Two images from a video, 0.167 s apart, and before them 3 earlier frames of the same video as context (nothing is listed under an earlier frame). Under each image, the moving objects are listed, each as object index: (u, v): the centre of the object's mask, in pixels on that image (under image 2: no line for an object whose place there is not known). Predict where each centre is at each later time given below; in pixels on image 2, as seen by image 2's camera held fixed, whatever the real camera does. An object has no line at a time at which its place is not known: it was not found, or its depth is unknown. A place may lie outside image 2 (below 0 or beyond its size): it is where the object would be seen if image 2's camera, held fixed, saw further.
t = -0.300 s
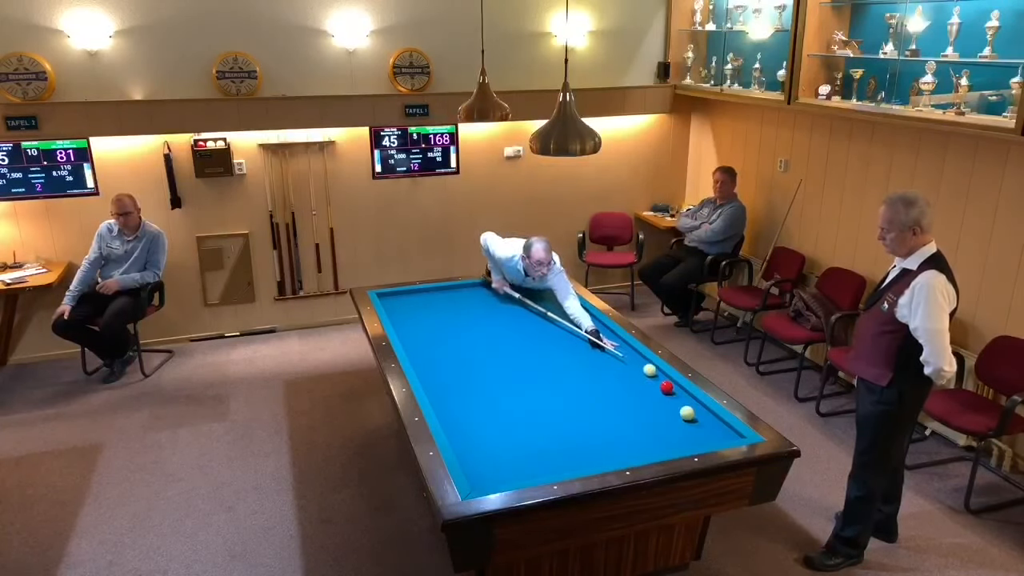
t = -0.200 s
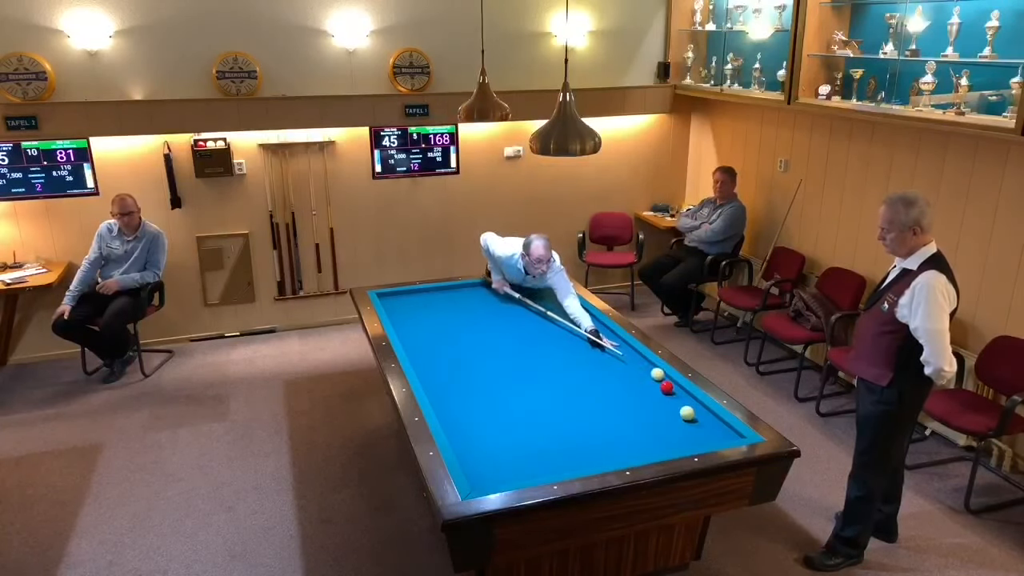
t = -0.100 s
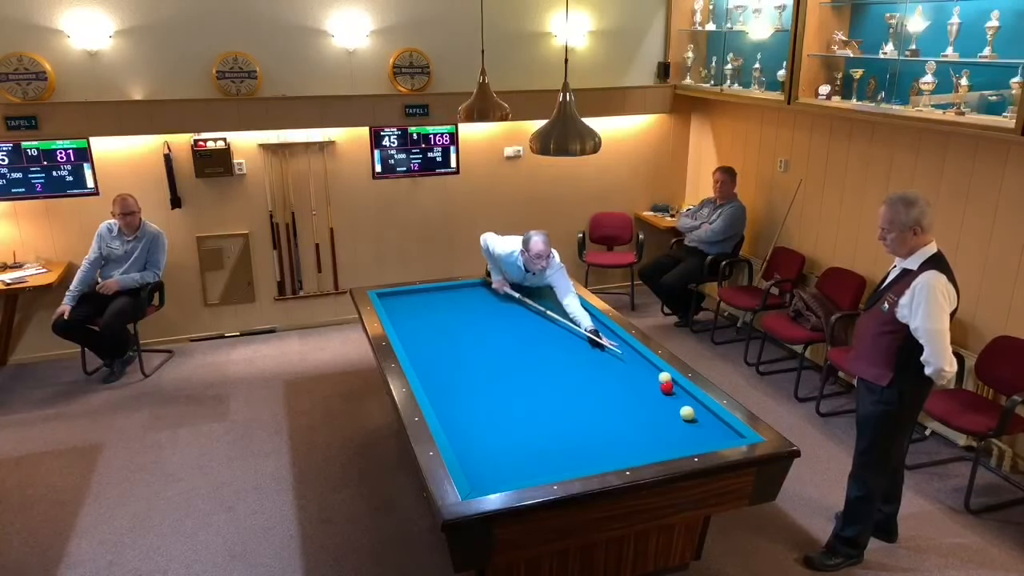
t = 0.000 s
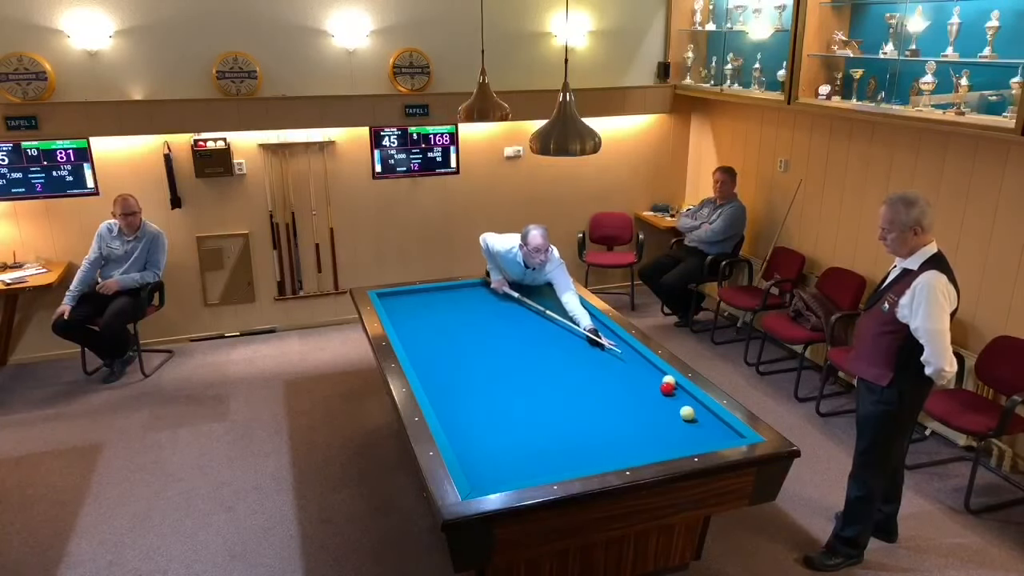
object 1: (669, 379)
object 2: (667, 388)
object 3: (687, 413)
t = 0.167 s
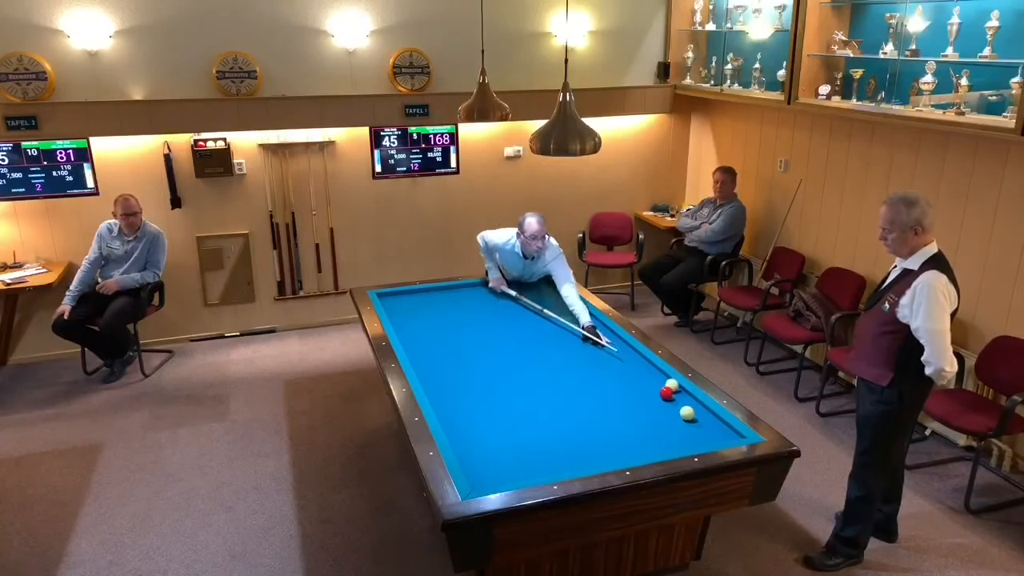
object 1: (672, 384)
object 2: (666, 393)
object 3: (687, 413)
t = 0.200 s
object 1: (673, 385)
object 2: (666, 394)
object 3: (687, 413)
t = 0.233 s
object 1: (674, 386)
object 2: (666, 395)
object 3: (687, 413)
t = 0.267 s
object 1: (674, 387)
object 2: (666, 396)
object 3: (687, 413)
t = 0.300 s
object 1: (674, 388)
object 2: (666, 397)
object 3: (687, 413)
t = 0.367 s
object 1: (675, 389)
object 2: (666, 398)
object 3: (687, 413)
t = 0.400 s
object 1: (675, 390)
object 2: (666, 399)
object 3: (687, 413)
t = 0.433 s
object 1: (676, 391)
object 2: (666, 400)
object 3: (687, 413)
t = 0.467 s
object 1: (677, 392)
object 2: (666, 401)
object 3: (687, 413)
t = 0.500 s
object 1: (677, 392)
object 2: (666, 402)
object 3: (687, 413)
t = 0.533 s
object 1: (678, 393)
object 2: (666, 403)
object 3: (687, 413)
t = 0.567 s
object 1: (678, 394)
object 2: (666, 404)
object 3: (687, 413)
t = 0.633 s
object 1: (679, 395)
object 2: (666, 406)
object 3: (687, 413)
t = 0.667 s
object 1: (680, 396)
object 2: (666, 407)
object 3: (687, 413)
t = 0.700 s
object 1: (680, 396)
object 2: (665, 408)
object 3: (687, 413)
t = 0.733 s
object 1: (680, 397)
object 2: (665, 409)
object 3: (687, 413)
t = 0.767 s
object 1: (681, 398)
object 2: (665, 410)
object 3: (687, 413)
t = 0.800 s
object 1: (681, 398)
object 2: (665, 411)
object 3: (687, 413)
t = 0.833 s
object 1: (682, 399)
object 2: (665, 412)
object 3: (687, 413)
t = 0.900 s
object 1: (683, 399)
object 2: (665, 413)
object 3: (687, 413)
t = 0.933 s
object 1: (683, 400)
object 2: (665, 414)
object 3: (687, 413)
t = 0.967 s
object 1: (683, 401)
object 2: (665, 415)
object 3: (687, 413)
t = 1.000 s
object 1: (684, 401)
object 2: (665, 416)
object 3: (687, 413)
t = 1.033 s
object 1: (684, 401)
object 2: (665, 417)
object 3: (687, 413)
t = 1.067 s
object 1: (684, 402)
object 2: (665, 418)
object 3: (687, 413)
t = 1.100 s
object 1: (685, 402)
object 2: (665, 419)
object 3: (687, 413)
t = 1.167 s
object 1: (686, 403)
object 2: (665, 421)
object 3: (687, 414)
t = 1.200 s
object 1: (686, 404)
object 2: (665, 422)
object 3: (688, 414)
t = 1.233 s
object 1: (686, 404)
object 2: (665, 422)
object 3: (688, 414)
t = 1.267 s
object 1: (687, 404)
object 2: (665, 423)
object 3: (688, 415)
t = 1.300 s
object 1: (687, 404)
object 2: (665, 424)
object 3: (688, 415)
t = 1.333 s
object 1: (688, 404)
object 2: (664, 425)
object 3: (688, 415)
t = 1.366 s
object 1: (689, 405)
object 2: (664, 426)
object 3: (688, 416)
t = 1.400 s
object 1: (689, 405)
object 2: (664, 427)
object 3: (688, 416)
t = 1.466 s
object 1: (690, 406)
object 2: (664, 429)
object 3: (688, 417)
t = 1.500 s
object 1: (690, 406)
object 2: (664, 430)
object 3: (688, 417)
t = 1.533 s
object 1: (691, 406)
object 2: (664, 431)
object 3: (688, 417)
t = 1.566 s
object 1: (691, 406)
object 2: (664, 431)
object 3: (689, 418)
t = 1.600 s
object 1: (691, 407)
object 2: (664, 432)
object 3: (689, 418)
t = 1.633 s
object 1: (691, 407)
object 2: (664, 433)
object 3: (689, 419)
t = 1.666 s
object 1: (691, 407)
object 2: (664, 434)
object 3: (689, 419)
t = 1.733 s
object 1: (692, 407)
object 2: (664, 436)
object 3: (689, 420)
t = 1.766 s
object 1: (692, 407)
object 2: (664, 437)
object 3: (689, 420)
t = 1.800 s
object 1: (692, 407)
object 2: (664, 437)
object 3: (689, 420)
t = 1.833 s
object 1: (692, 408)
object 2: (664, 438)
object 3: (689, 421)
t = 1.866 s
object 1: (693, 408)
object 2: (664, 439)
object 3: (689, 421)
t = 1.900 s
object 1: (693, 408)
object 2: (663, 439)
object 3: (689, 421)
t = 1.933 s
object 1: (693, 408)
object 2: (663, 440)
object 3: (689, 422)
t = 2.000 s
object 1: (693, 409)
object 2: (663, 442)
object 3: (689, 422)
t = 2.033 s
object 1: (693, 409)
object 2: (663, 443)
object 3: (690, 422)
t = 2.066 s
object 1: (693, 409)
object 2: (663, 443)
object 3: (690, 423)
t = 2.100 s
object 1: (693, 409)
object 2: (663, 444)
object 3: (690, 423)
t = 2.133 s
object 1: (693, 409)
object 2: (663, 444)
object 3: (690, 423)
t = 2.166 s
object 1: (693, 409)
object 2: (663, 445)
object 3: (690, 423)
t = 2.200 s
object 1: (693, 409)
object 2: (663, 445)
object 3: (690, 424)
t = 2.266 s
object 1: (694, 410)
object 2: (662, 447)
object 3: (690, 424)
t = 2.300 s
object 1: (694, 410)
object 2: (662, 447)
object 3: (690, 424)
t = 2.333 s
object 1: (694, 410)
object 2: (662, 448)
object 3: (690, 424)
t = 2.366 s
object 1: (694, 410)
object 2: (662, 448)
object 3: (690, 425)
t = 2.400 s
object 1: (694, 410)
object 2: (661, 448)
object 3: (690, 425)
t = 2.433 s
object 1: (694, 410)
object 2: (660, 448)
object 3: (690, 425)
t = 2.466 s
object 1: (694, 410)
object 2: (660, 448)
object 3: (690, 425)
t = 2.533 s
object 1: (694, 410)
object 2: (658, 448)
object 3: (690, 426)
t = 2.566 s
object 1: (694, 410)
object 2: (657, 448)
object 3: (690, 426)
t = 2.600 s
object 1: (694, 410)
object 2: (656, 448)
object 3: (690, 426)
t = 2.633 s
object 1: (694, 410)
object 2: (656, 448)
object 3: (690, 426)
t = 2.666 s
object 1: (694, 410)
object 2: (655, 448)
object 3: (690, 426)
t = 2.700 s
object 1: (694, 410)
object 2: (654, 448)
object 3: (690, 427)
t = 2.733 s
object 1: (694, 410)
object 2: (653, 448)
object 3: (690, 427)
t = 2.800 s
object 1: (694, 410)
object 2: (652, 448)
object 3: (690, 427)
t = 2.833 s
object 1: (694, 410)
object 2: (651, 448)
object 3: (690, 427)
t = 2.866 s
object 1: (694, 410)
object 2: (651, 447)
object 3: (690, 427)
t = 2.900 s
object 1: (694, 410)
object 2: (650, 447)
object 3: (690, 427)
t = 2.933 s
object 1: (694, 410)
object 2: (649, 447)
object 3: (690, 428)
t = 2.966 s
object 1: (694, 410)
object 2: (649, 447)
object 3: (690, 428)
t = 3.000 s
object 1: (694, 410)
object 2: (648, 447)
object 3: (690, 428)
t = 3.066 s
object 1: (694, 410)
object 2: (647, 446)
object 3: (690, 428)
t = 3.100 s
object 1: (694, 410)
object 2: (646, 446)
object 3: (690, 428)
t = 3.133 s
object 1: (694, 410)
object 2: (646, 446)
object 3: (690, 428)
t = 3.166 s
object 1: (694, 410)
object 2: (645, 446)
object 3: (690, 428)
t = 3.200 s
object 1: (694, 410)
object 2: (645, 446)
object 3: (690, 428)
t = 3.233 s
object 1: (694, 410)
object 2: (644, 446)
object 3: (690, 428)
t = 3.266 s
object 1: (694, 410)
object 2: (644, 445)
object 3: (690, 429)
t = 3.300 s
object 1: (694, 409)
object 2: (643, 445)
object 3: (690, 428)
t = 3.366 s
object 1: (694, 410)
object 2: (642, 444)
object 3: (690, 429)
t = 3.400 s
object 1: (694, 410)
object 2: (642, 444)
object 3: (690, 429)
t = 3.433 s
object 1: (694, 410)
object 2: (641, 444)
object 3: (690, 429)
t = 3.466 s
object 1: (694, 410)
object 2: (641, 444)
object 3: (690, 429)
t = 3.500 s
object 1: (694, 410)
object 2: (640, 444)
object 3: (690, 429)
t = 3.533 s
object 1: (694, 410)
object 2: (640, 444)
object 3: (690, 429)
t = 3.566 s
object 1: (694, 410)
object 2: (640, 444)
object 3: (690, 429)
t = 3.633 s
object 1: (694, 409)
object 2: (639, 444)
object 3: (690, 429)
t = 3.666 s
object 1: (694, 410)
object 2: (638, 443)
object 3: (690, 429)
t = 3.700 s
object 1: (694, 409)
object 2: (638, 443)
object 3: (690, 429)
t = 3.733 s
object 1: (694, 410)
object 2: (638, 443)
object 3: (690, 429)
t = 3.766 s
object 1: (694, 409)
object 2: (637, 443)
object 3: (690, 429)
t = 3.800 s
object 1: (694, 410)
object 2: (637, 443)
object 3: (690, 429)
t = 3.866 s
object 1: (694, 409)
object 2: (637, 443)
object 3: (690, 429)
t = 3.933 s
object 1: (694, 409)
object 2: (636, 443)
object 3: (690, 429)
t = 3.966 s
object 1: (694, 410)
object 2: (636, 442)
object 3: (690, 429)
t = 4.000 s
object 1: (694, 410)
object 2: (636, 443)
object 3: (690, 429)
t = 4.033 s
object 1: (694, 410)
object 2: (635, 443)
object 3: (690, 429)
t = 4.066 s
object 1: (694, 410)
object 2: (635, 442)
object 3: (690, 429)
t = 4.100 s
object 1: (694, 410)
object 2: (635, 442)
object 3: (690, 429)
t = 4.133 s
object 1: (694, 410)
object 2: (635, 442)
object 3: (690, 429)
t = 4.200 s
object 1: (694, 410)
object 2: (635, 442)
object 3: (690, 429)
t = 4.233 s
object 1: (694, 410)
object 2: (634, 442)
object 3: (690, 429)
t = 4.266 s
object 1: (694, 409)
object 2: (634, 442)
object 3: (690, 429)
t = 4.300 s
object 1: (694, 410)
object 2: (634, 442)
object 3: (690, 429)
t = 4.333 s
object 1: (694, 410)
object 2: (634, 442)
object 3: (690, 429)
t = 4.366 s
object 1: (694, 410)
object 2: (634, 442)
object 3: (690, 429)
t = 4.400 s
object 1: (694, 409)
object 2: (634, 442)
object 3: (690, 429)
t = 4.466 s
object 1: (694, 410)
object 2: (634, 442)
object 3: (690, 429)
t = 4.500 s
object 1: (694, 410)
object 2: (633, 442)
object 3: (690, 429)
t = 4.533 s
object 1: (694, 410)
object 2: (633, 442)
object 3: (690, 429)
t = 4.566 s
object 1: (694, 410)
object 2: (633, 442)
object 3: (690, 429)
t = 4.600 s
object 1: (694, 410)
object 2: (633, 442)
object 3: (690, 429)
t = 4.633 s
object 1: (694, 410)
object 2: (633, 442)
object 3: (690, 429)
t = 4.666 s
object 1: (694, 410)
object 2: (633, 442)
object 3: (690, 429)
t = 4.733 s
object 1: (694, 409)
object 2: (633, 442)
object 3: (690, 429)
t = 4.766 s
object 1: (694, 410)
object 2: (633, 442)
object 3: (690, 429)
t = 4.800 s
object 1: (694, 410)
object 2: (633, 442)
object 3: (690, 429)
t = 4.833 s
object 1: (694, 410)
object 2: (633, 442)
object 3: (690, 429)
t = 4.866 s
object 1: (694, 410)
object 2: (633, 442)
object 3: (690, 429)
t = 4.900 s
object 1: (694, 410)
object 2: (633, 442)
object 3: (690, 429)
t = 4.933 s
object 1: (694, 409)
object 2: (633, 442)
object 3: (690, 429)
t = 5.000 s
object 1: (694, 410)
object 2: (633, 442)
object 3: (690, 429)
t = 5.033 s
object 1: (694, 410)
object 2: (633, 442)
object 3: (690, 429)
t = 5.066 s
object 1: (694, 409)
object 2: (633, 442)
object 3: (690, 429)
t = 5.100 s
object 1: (694, 410)
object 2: (633, 442)
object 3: (690, 429)
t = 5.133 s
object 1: (694, 410)
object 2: (633, 442)
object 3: (690, 429)
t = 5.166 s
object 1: (694, 410)
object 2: (633, 442)
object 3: (690, 429)
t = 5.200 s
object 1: (694, 410)
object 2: (633, 442)
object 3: (690, 429)
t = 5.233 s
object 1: (694, 409)
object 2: (633, 442)
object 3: (690, 429)
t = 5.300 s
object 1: (694, 409)
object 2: (633, 442)
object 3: (690, 429)
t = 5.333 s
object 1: (694, 410)
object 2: (633, 442)
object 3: (690, 429)
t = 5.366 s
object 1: (694, 409)
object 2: (633, 442)
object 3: (690, 429)
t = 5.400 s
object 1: (694, 410)
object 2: (633, 442)
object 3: (690, 429)
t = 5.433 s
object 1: (694, 409)
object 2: (633, 442)
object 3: (690, 429)
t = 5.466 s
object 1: (694, 410)
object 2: (633, 442)
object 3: (690, 429)
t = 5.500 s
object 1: (694, 410)
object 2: (633, 442)
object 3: (690, 429)
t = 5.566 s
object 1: (694, 410)
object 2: (633, 442)
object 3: (690, 429)
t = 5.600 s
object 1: (694, 410)
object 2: (633, 442)
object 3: (690, 429)
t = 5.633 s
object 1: (694, 410)
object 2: (633, 442)
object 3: (690, 429)
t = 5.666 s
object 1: (694, 410)
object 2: (633, 442)
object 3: (690, 429)
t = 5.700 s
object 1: (694, 410)
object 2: (633, 441)
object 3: (690, 429)
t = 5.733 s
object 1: (694, 410)
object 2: (633, 442)
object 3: (690, 429)
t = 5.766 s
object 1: (694, 410)
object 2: (633, 442)
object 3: (690, 429)
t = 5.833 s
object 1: (694, 410)
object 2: (633, 442)
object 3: (690, 429)
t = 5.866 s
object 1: (694, 410)
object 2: (633, 442)
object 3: (690, 429)
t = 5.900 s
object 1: (694, 410)
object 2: (633, 442)
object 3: (690, 429)
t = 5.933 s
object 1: (694, 410)
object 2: (633, 442)
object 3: (690, 429)
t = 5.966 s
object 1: (694, 410)
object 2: (633, 442)
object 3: (690, 429)
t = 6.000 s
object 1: (694, 410)
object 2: (633, 441)
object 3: (690, 429)
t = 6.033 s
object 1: (694, 410)
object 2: (633, 441)
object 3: (690, 429)
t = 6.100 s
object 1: (694, 409)
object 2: (633, 441)
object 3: (690, 429)
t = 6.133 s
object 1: (694, 410)
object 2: (633, 441)
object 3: (690, 429)
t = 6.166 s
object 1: (694, 409)
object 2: (633, 441)
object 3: (690, 429)
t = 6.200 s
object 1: (694, 410)
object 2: (633, 441)
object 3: (690, 429)
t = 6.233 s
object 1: (694, 409)
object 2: (633, 441)
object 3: (690, 429)
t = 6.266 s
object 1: (694, 410)
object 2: (633, 441)
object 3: (690, 429)
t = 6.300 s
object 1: (694, 409)
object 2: (633, 441)
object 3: (690, 429)
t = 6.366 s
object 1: (694, 409)
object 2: (633, 441)
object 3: (690, 429)
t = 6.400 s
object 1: (694, 410)
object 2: (633, 441)
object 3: (690, 429)
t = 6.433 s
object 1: (694, 409)
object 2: (633, 441)
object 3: (690, 429)
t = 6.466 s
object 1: (694, 410)
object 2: (633, 441)
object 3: (690, 429)
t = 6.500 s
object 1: (694, 410)
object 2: (633, 441)
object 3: (690, 429)
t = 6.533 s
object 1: (694, 410)
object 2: (633, 441)
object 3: (690, 429)
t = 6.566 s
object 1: (694, 409)
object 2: (633, 441)
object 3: (690, 429)
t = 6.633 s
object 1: (694, 410)
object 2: (633, 441)
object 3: (690, 429)
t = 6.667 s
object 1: (694, 410)
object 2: (633, 442)
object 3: (690, 429)
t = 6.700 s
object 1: (694, 410)
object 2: (633, 441)
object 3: (690, 429)
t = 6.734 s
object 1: (694, 410)
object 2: (633, 441)
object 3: (690, 429)
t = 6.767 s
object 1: (694, 410)
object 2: (633, 441)
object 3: (690, 429)
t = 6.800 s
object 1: (694, 410)
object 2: (633, 442)
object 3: (690, 429)
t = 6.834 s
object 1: (694, 410)
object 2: (633, 441)
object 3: (690, 429)
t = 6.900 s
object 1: (694, 410)
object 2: (633, 441)
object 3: (690, 429)
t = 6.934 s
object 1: (694, 410)
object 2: (633, 441)
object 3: (690, 429)
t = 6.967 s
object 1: (694, 410)
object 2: (633, 441)
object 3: (690, 429)
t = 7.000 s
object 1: (694, 410)
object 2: (633, 441)
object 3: (690, 429)
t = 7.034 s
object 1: (694, 410)
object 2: (633, 441)
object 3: (690, 429)
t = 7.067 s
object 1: (694, 409)
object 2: (633, 441)
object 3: (690, 429)
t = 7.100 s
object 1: (694, 410)
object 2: (633, 441)
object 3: (690, 429)
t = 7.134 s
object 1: (694, 409)
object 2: (633, 441)
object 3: (690, 429)
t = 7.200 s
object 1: (694, 410)
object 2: (633, 441)
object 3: (690, 429)
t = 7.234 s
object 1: (694, 409)
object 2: (633, 441)
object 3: (690, 429)
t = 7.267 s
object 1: (694, 409)
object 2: (633, 441)
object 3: (690, 429)
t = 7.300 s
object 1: (694, 410)
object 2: (633, 441)
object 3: (690, 429)
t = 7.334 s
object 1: (694, 410)
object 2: (633, 441)
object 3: (690, 429)
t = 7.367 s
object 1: (694, 410)
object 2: (633, 441)
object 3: (690, 429)
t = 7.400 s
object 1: (694, 409)
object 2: (633, 441)
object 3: (690, 429)
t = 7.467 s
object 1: (694, 410)
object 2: (633, 441)
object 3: (690, 429)
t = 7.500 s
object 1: (694, 410)
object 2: (633, 441)
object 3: (690, 429)
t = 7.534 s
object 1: (694, 410)
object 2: (633, 441)
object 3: (690, 429)
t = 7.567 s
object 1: (694, 410)
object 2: (633, 441)
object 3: (690, 429)
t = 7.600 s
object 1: (694, 409)
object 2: (633, 441)
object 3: (690, 429)
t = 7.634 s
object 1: (694, 410)
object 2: (633, 442)
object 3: (690, 429)
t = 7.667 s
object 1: (694, 409)
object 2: (633, 441)
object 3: (690, 429)
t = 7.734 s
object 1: (694, 410)
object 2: (633, 441)
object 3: (690, 429)
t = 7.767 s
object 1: (694, 410)
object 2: (633, 441)
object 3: (690, 429)
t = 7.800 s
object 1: (694, 409)
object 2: (633, 441)
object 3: (690, 429)
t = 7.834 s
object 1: (694, 409)
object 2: (633, 441)
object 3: (690, 429)
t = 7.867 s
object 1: (694, 409)
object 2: (633, 441)
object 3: (690, 429)
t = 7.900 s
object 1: (694, 409)
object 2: (633, 441)
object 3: (690, 429)
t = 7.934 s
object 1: (694, 409)
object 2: (633, 441)
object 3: (690, 429)
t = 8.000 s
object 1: (694, 410)
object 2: (633, 441)
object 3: (690, 429)
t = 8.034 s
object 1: (694, 409)
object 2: (633, 441)
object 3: (690, 429)
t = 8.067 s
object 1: (694, 409)
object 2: (633, 441)
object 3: (690, 429)
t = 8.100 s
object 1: (694, 409)
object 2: (633, 441)
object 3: (690, 429)
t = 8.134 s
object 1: (694, 410)
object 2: (633, 442)
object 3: (690, 429)
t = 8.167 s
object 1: (694, 410)
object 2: (633, 441)
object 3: (690, 429)
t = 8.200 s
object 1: (694, 409)
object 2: (633, 441)
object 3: (690, 429)
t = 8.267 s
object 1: (694, 409)
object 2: (633, 441)
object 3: (690, 429)
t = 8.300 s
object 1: (694, 409)
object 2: (633, 441)
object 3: (690, 429)
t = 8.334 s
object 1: (694, 409)
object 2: (633, 441)
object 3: (690, 429)
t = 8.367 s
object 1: (694, 410)
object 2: (633, 441)
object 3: (690, 429)
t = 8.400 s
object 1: (694, 409)
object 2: (633, 441)
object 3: (690, 429)
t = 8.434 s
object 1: (694, 410)
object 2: (633, 441)
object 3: (690, 429)
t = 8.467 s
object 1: (694, 409)
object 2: (633, 441)
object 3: (690, 429)
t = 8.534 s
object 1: (694, 409)
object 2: (633, 441)
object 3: (690, 429)
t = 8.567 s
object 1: (694, 409)
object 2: (633, 441)
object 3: (690, 429)
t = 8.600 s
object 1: (694, 410)
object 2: (633, 441)
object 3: (690, 429)
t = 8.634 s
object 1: (694, 409)
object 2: (633, 441)
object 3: (690, 429)
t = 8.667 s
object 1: (694, 410)
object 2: (633, 441)
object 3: (690, 429)
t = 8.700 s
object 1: (694, 409)
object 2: (633, 441)
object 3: (690, 429)
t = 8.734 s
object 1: (694, 410)
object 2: (633, 441)
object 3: (690, 429)
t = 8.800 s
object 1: (694, 409)
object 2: (633, 441)
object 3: (690, 429)
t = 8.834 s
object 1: (694, 409)
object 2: (633, 441)
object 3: (690, 429)
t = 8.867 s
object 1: (694, 410)
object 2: (633, 441)
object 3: (690, 429)
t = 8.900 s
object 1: (694, 410)
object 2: (633, 441)
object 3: (690, 429)
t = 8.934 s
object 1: (694, 410)
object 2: (633, 441)
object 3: (690, 429)
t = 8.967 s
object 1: (694, 410)
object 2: (633, 441)
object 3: (690, 429)
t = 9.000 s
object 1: (694, 410)
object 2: (633, 441)
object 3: (690, 429)
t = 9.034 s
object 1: (694, 409)
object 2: (633, 441)
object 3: (690, 429)
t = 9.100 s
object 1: (694, 409)
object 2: (633, 441)
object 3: (690, 429)
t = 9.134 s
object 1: (694, 410)
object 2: (633, 441)
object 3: (690, 429)
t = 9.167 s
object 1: (694, 410)
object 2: (633, 441)
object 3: (690, 429)
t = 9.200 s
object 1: (694, 410)
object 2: (633, 441)
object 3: (690, 429)
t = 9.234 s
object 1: (694, 409)
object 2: (633, 441)
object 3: (690, 429)
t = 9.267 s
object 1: (694, 409)
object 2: (633, 441)
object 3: (690, 429)
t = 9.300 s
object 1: (694, 409)
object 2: (633, 441)
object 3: (690, 429)
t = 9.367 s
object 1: (694, 410)
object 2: (633, 441)
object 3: (690, 429)
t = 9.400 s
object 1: (694, 410)
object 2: (633, 441)
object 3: (690, 429)
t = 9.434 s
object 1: (694, 410)
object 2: (633, 441)
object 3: (690, 429)
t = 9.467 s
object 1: (694, 410)
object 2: (633, 441)
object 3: (690, 429)
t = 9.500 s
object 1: (694, 410)
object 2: (633, 441)
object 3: (690, 429)
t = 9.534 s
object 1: (694, 410)
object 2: (633, 441)
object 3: (690, 429)
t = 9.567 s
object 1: (694, 410)
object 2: (633, 441)
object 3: (690, 429)
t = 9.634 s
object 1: (694, 410)
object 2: (633, 441)
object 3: (690, 429)
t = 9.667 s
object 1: (694, 410)
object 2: (633, 441)
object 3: (690, 429)
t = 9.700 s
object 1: (694, 410)
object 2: (633, 441)
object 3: (690, 429)
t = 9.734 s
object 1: (694, 410)
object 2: (633, 441)
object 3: (690, 429)
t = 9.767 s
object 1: (694, 410)
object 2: (633, 441)
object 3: (690, 429)
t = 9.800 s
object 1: (694, 410)
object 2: (633, 441)
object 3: (690, 429)
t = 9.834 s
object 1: (694, 410)
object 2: (633, 441)
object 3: (690, 429)
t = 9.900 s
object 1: (694, 410)
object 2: (633, 442)
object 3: (690, 429)
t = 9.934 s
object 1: (694, 410)
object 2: (633, 441)
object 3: (690, 429)
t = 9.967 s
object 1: (694, 410)
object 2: (633, 442)
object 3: (690, 429)
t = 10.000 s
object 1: (694, 410)
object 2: (633, 441)
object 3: (690, 429)
